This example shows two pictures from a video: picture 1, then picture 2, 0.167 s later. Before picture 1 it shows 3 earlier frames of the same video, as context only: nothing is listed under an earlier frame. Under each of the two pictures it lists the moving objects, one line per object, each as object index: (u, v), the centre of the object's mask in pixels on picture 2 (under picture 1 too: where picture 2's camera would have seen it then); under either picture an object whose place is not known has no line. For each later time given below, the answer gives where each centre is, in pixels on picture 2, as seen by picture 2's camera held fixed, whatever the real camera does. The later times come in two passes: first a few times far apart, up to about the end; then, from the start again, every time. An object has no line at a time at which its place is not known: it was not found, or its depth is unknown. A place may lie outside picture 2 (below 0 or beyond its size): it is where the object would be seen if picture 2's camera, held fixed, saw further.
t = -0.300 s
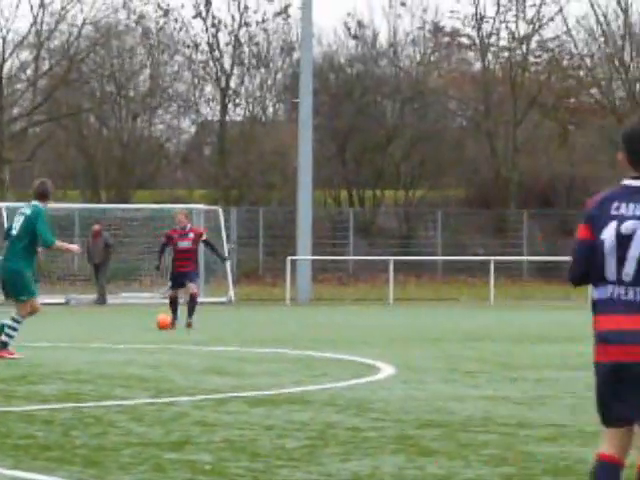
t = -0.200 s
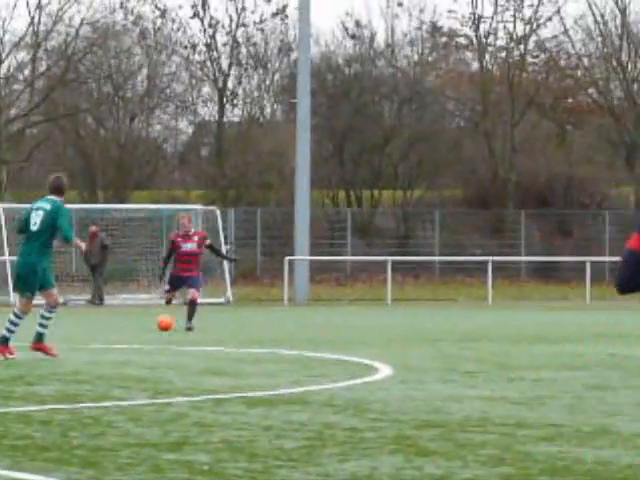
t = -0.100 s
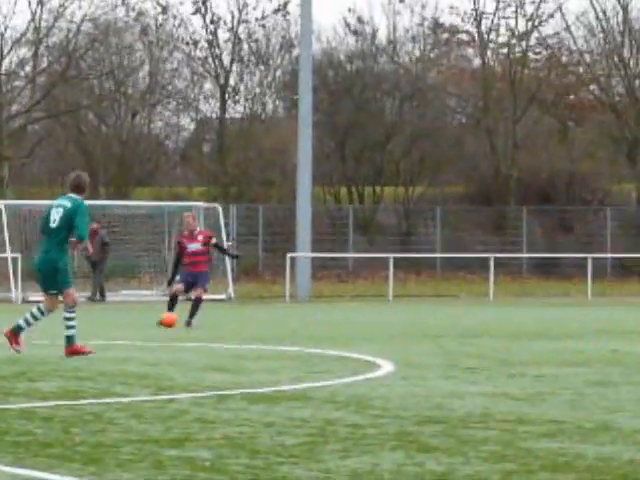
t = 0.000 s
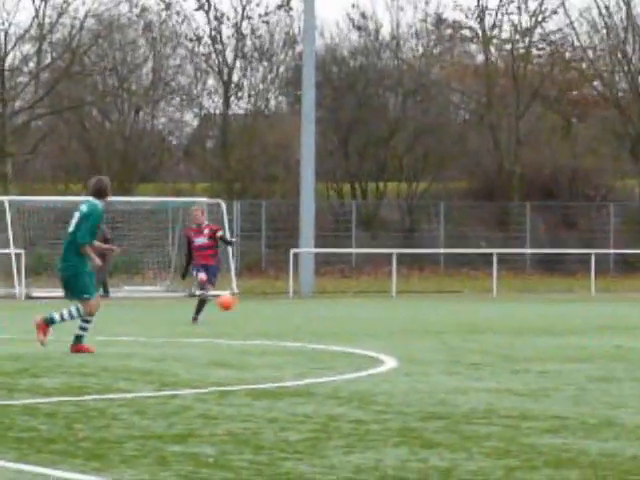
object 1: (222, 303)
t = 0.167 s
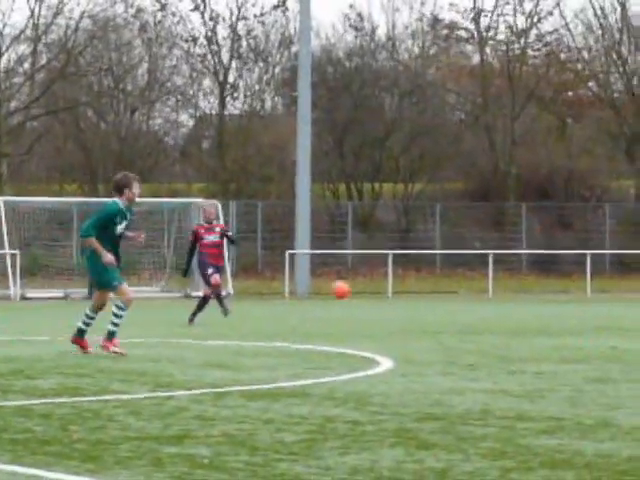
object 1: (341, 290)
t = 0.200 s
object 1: (366, 289)
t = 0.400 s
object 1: (542, 309)
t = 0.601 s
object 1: (747, 330)
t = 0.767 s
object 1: (943, 336)
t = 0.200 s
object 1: (366, 289)
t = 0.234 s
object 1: (393, 291)
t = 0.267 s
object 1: (421, 292)
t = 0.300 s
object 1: (449, 294)
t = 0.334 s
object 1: (479, 298)
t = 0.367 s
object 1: (510, 303)
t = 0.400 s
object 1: (542, 309)
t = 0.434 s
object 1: (575, 317)
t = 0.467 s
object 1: (609, 324)
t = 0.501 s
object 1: (645, 334)
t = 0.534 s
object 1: (679, 338)
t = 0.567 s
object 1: (713, 333)
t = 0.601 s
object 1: (747, 330)
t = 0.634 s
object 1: (783, 329)
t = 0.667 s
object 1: (820, 329)
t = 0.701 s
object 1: (861, 330)
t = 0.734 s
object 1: (901, 332)
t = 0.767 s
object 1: (943, 336)
